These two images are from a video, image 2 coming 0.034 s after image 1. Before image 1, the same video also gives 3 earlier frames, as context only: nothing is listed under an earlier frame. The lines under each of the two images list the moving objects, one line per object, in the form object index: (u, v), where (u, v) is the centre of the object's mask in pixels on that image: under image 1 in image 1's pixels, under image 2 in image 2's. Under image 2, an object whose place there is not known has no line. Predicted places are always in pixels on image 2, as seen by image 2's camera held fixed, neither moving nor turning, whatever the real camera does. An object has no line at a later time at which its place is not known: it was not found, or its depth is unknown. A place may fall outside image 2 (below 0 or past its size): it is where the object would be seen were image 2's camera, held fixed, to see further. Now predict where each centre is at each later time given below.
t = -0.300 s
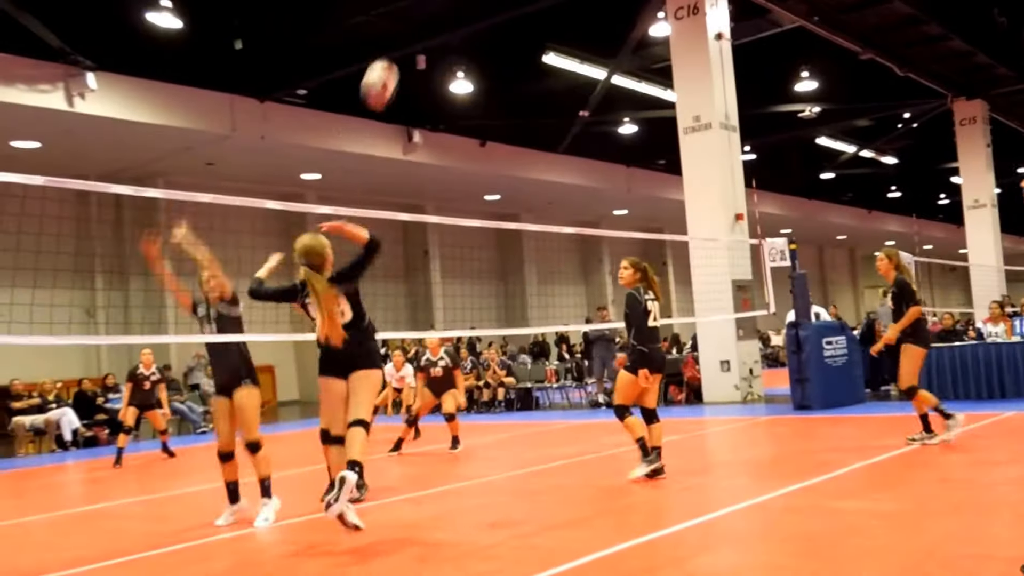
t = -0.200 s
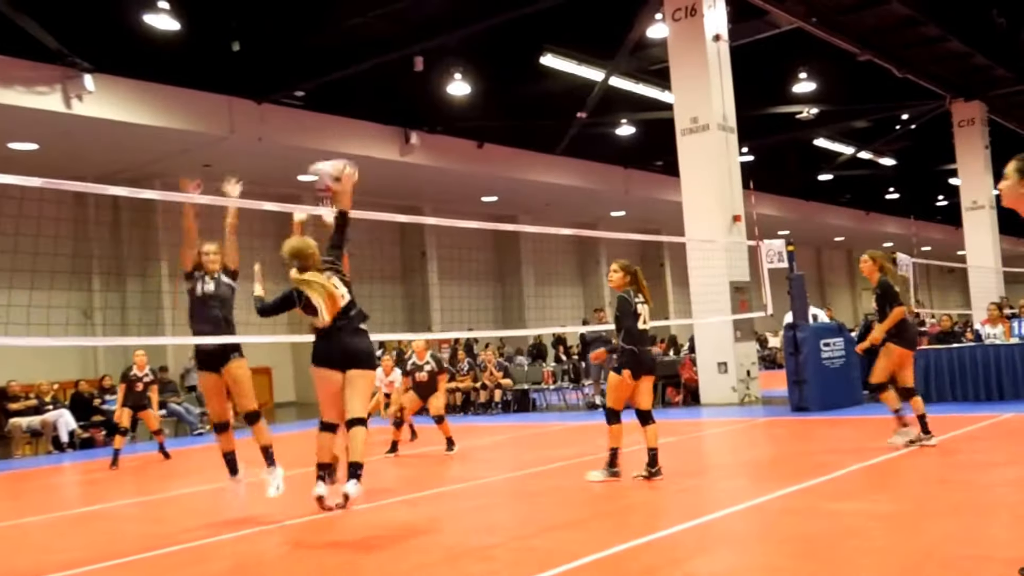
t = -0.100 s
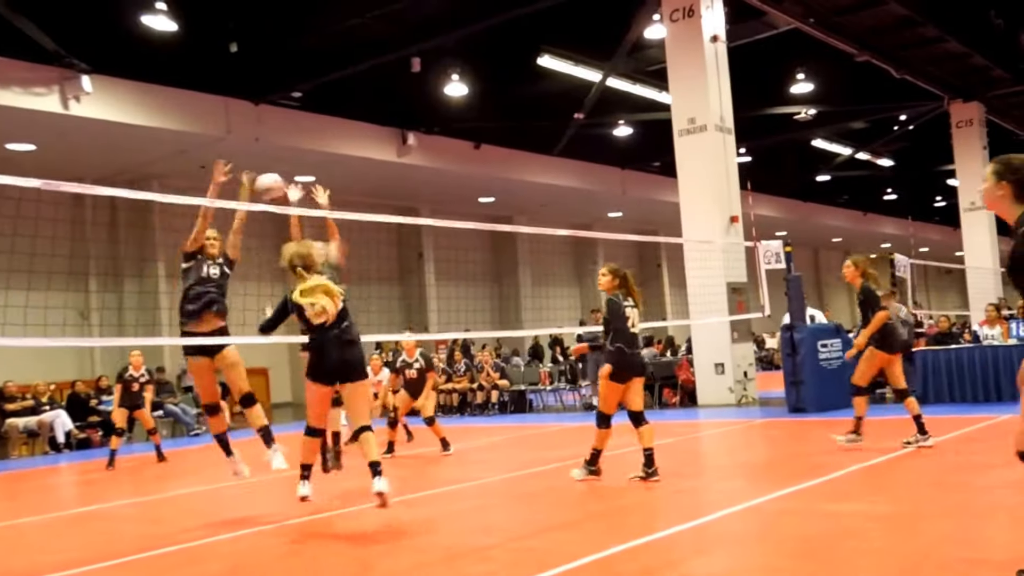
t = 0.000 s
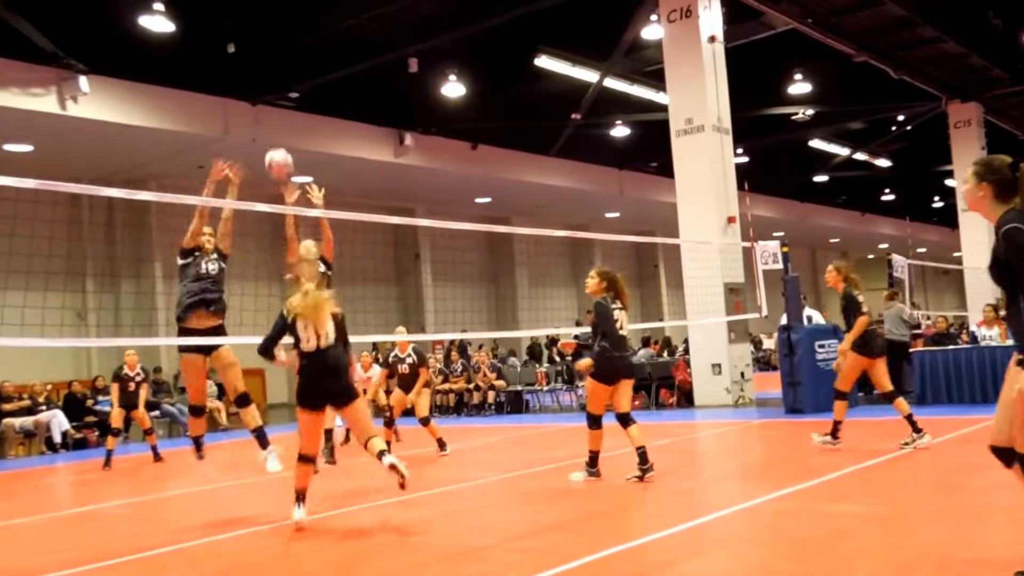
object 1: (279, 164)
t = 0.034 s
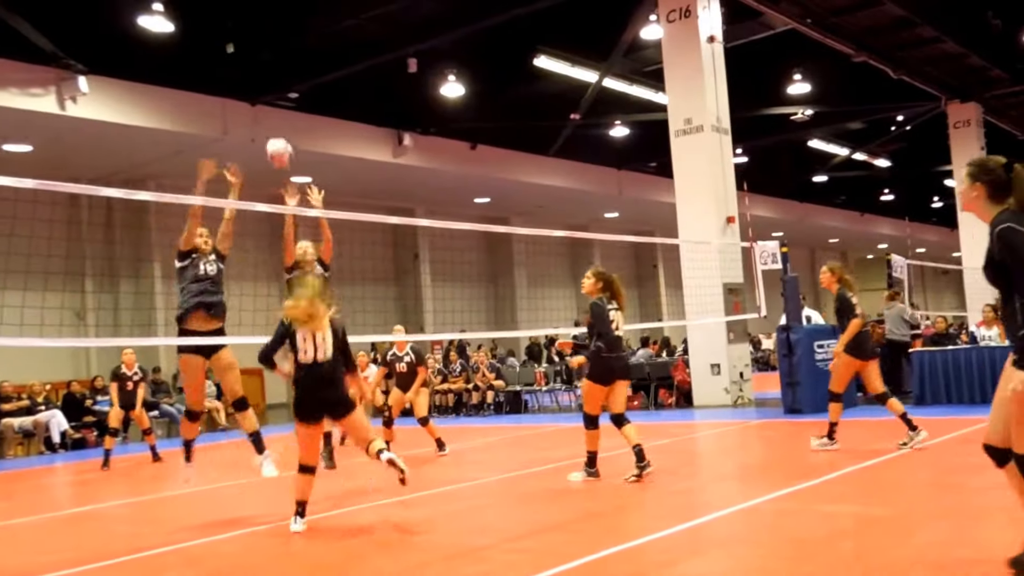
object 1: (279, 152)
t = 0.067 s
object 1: (280, 144)
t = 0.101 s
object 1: (282, 137)
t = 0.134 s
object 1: (284, 132)
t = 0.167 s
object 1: (287, 129)
